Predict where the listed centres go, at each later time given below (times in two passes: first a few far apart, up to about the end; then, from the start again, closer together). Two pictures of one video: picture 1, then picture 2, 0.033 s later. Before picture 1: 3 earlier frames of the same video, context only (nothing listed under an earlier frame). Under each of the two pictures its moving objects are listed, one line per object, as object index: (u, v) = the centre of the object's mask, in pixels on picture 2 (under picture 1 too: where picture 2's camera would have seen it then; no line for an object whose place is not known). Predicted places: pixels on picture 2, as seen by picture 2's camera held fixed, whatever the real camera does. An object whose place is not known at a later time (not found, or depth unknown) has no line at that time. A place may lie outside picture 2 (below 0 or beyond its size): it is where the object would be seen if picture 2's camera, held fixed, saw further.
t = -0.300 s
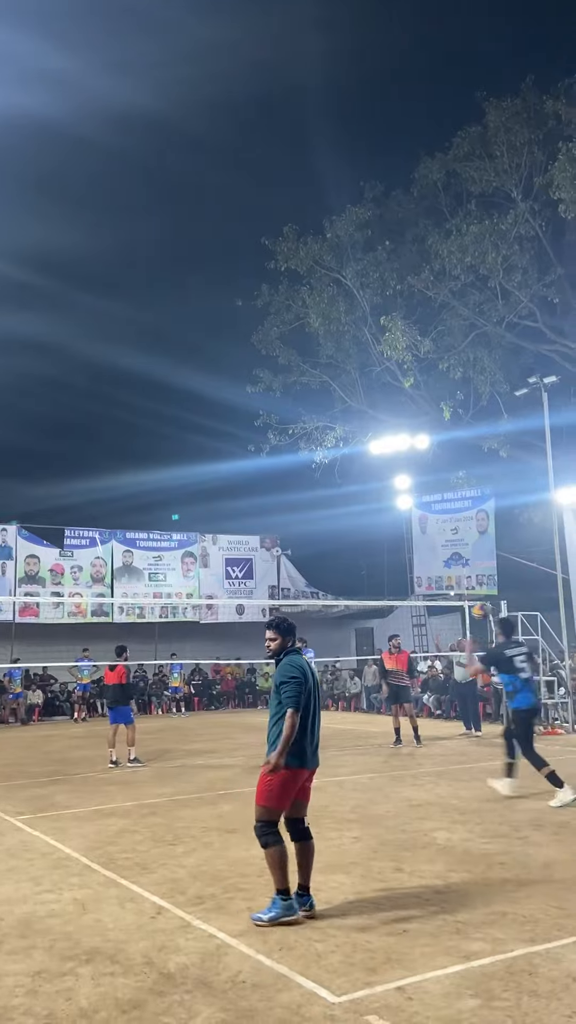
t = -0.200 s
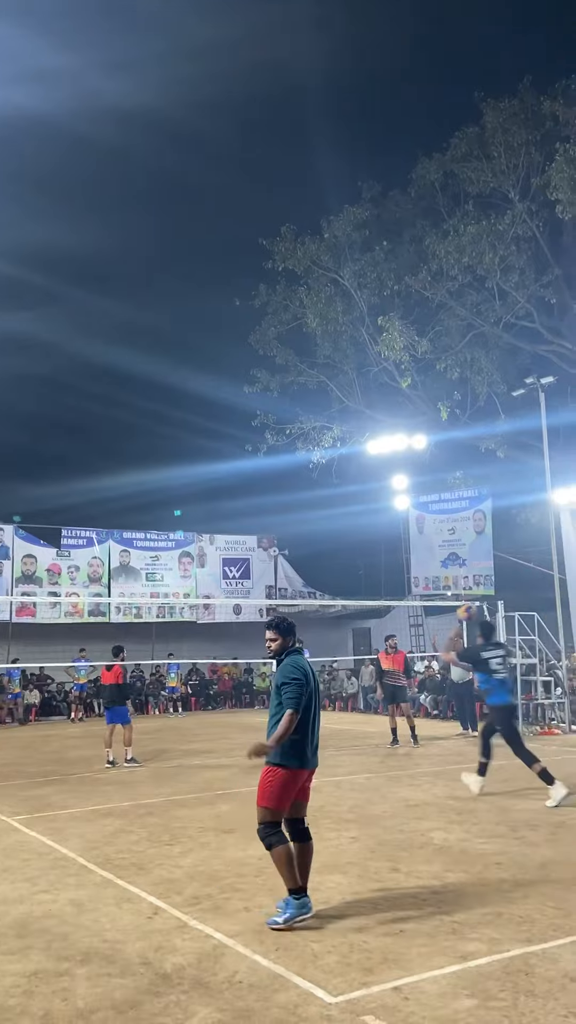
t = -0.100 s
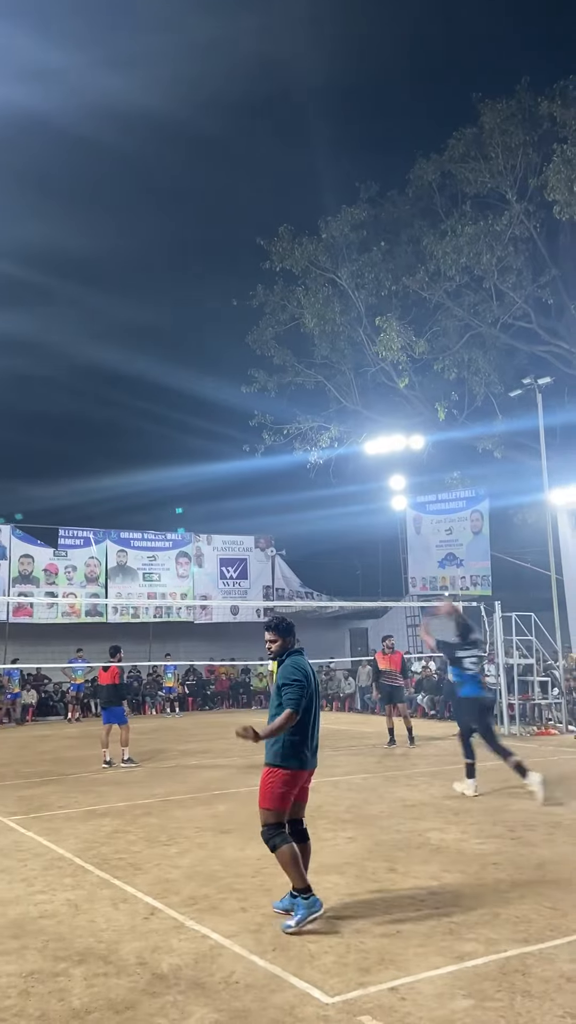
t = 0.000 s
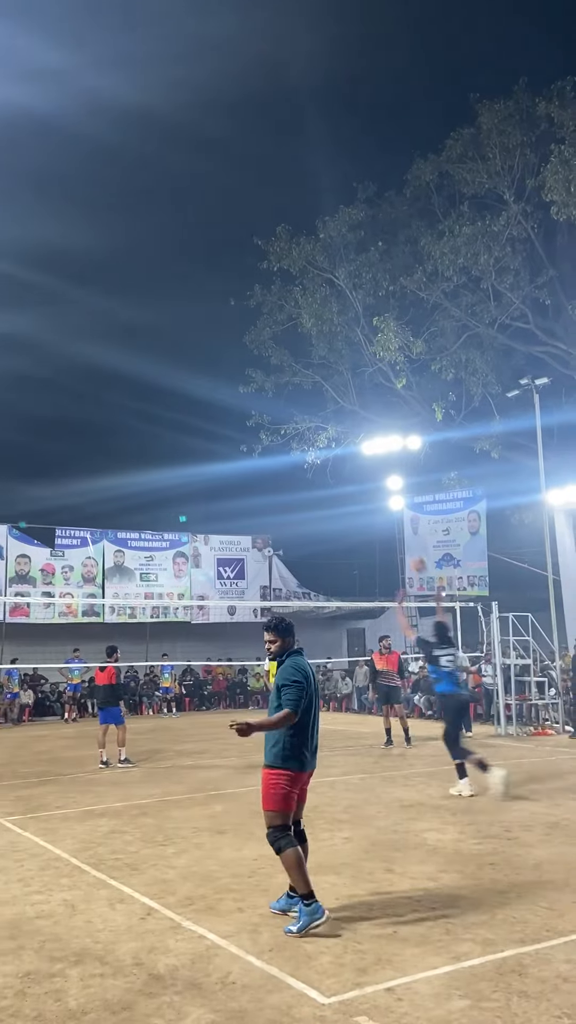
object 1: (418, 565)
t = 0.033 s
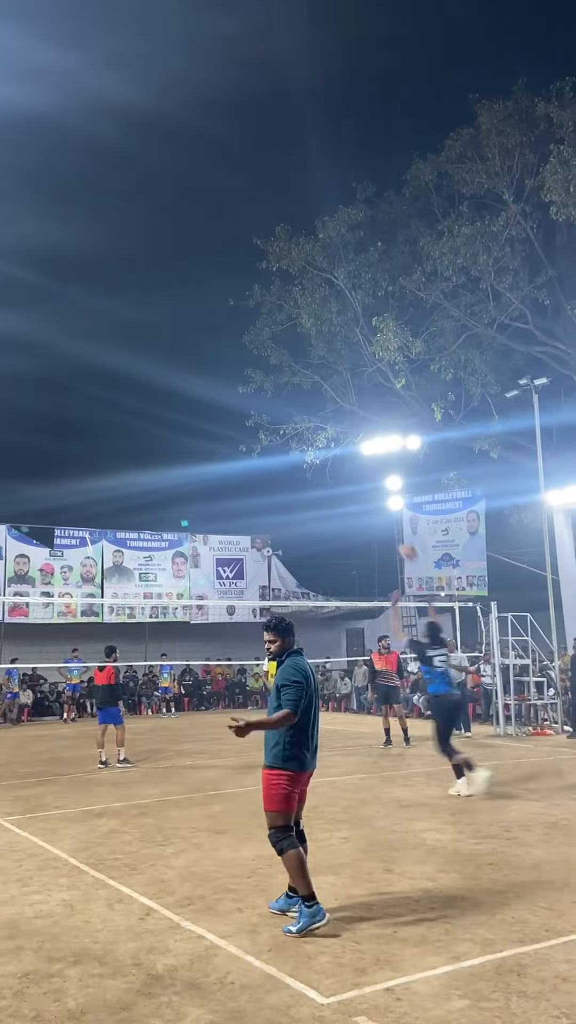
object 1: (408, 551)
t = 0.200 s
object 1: (369, 504)
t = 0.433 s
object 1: (327, 479)
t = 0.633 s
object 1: (295, 490)
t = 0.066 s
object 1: (399, 539)
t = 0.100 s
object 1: (393, 529)
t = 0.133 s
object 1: (385, 519)
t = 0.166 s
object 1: (377, 511)
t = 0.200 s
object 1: (369, 504)
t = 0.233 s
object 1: (363, 498)
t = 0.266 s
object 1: (356, 491)
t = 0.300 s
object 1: (351, 488)
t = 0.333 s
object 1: (344, 484)
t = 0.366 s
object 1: (339, 481)
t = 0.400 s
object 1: (333, 480)
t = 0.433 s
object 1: (327, 479)
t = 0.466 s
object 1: (321, 479)
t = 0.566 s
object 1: (306, 484)
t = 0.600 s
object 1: (300, 486)
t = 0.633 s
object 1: (295, 490)
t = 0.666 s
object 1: (290, 494)
